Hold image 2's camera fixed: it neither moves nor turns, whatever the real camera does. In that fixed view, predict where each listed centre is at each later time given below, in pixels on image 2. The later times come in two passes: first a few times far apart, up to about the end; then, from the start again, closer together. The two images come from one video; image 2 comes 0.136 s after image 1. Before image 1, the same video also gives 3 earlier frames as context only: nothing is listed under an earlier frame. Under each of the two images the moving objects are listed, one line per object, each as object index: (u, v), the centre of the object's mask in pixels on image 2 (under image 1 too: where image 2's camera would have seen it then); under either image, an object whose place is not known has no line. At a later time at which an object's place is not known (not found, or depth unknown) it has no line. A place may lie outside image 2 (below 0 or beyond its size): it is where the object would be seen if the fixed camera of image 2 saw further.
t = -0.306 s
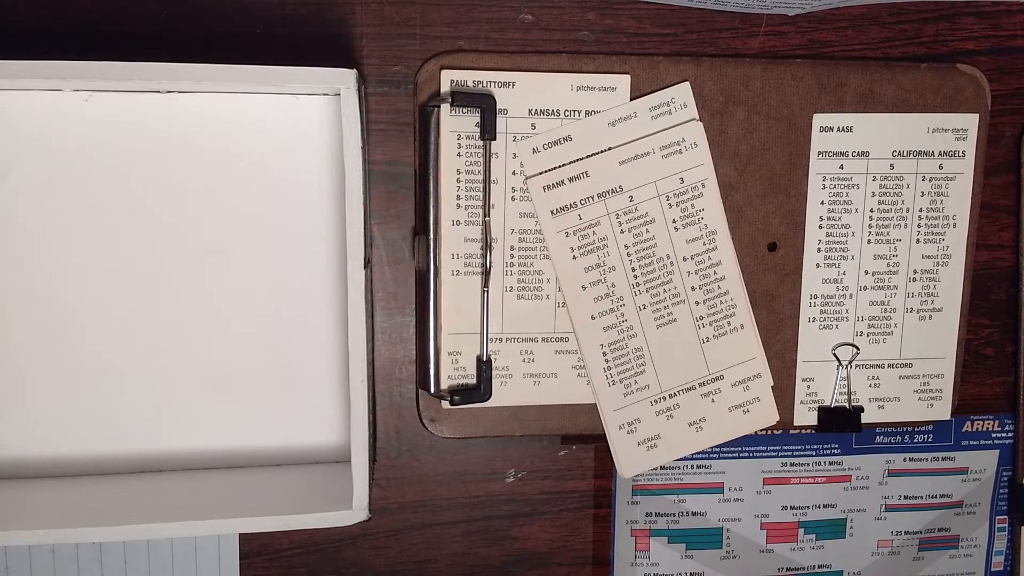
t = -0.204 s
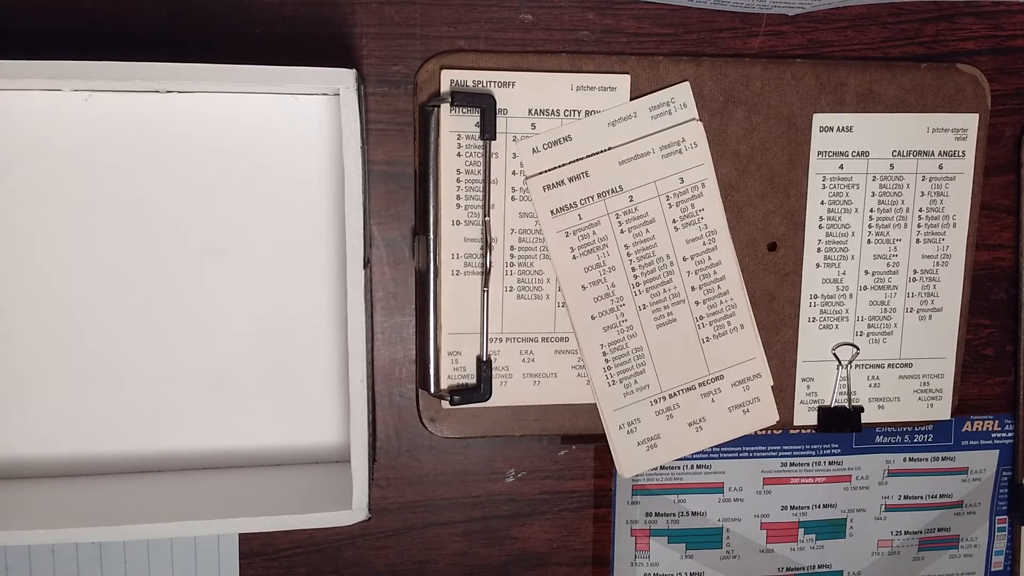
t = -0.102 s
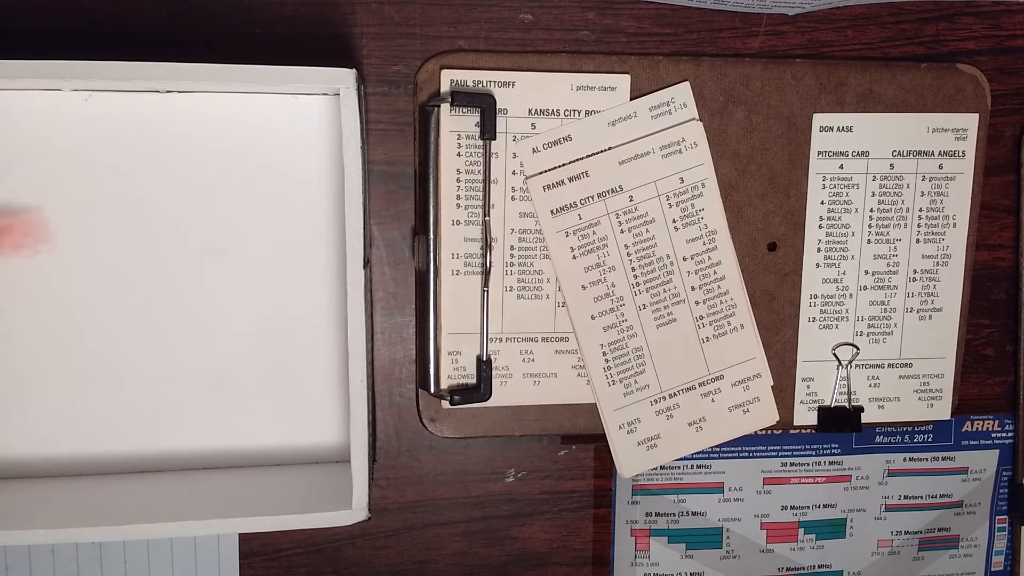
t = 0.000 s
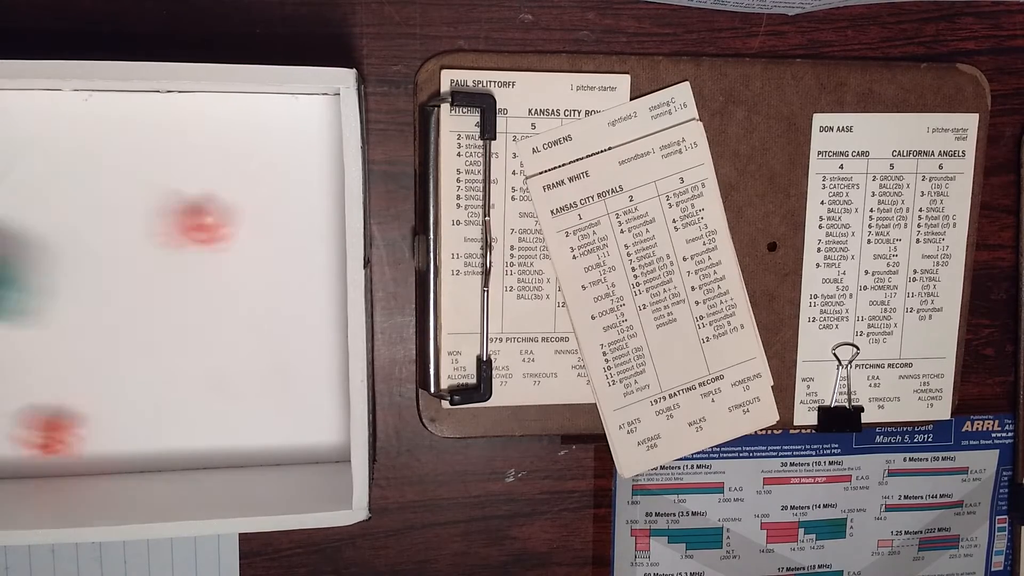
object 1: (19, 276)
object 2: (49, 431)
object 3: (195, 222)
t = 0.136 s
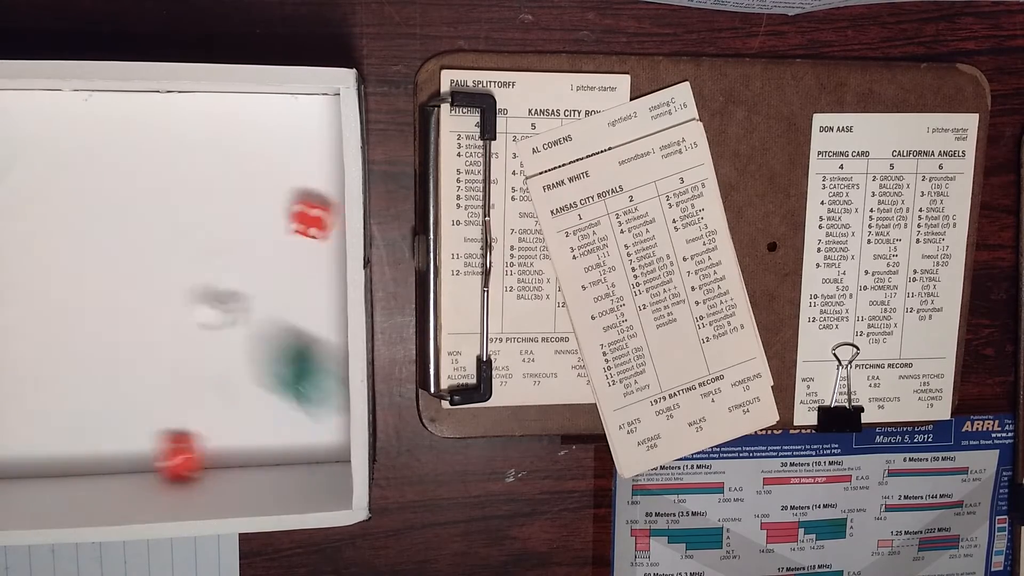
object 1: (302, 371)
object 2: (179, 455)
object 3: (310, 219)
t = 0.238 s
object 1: (281, 443)
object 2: (218, 448)
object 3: (291, 220)
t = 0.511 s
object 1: (271, 442)
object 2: (219, 448)
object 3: (291, 220)
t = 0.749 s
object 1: (271, 442)
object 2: (219, 448)
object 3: (291, 220)
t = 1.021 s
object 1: (272, 442)
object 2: (219, 448)
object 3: (291, 220)
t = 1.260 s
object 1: (271, 442)
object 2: (219, 448)
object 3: (291, 220)
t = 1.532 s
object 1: (271, 442)
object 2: (219, 448)
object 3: (291, 220)
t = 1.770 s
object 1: (271, 442)
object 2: (219, 448)
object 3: (291, 220)
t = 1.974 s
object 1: (271, 442)
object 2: (218, 448)
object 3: (291, 220)
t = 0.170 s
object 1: (314, 401)
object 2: (200, 454)
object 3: (299, 219)
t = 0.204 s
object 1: (292, 425)
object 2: (211, 450)
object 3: (292, 220)
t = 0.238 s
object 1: (281, 443)
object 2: (218, 448)
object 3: (291, 220)
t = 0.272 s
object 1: (274, 443)
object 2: (221, 448)
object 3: (291, 220)
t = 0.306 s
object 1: (271, 442)
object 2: (220, 448)
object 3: (291, 220)
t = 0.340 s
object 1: (269, 436)
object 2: (218, 448)
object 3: (291, 220)
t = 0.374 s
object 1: (268, 434)
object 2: (218, 448)
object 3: (291, 220)
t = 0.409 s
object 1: (269, 435)
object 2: (218, 449)
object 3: (291, 220)
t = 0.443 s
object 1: (271, 439)
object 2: (218, 449)
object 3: (291, 220)
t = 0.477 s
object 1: (272, 442)
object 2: (219, 448)
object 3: (291, 220)
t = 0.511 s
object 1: (271, 442)
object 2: (219, 448)
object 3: (291, 220)
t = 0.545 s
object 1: (271, 442)
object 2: (219, 448)
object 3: (291, 220)
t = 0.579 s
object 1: (271, 442)
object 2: (219, 448)
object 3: (291, 220)
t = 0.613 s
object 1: (271, 442)
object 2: (219, 448)
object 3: (291, 220)
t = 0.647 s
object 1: (271, 442)
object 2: (219, 448)
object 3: (291, 220)
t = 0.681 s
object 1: (271, 442)
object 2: (219, 448)
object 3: (291, 220)
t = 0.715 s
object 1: (271, 442)
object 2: (219, 448)
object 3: (291, 220)
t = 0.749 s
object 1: (271, 442)
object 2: (219, 448)
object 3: (291, 220)
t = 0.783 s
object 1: (271, 442)
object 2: (219, 449)
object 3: (291, 220)
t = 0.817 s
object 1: (271, 442)
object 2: (219, 449)
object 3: (291, 220)
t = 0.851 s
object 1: (271, 442)
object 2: (219, 448)
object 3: (291, 220)
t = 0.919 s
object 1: (272, 442)
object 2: (219, 448)
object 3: (291, 220)
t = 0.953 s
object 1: (272, 442)
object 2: (219, 449)
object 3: (291, 220)
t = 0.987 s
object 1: (272, 442)
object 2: (219, 448)
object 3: (291, 220)
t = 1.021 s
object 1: (272, 442)
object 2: (219, 448)
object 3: (291, 220)
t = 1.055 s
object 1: (272, 442)
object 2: (219, 448)
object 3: (291, 220)
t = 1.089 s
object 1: (272, 442)
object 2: (219, 449)
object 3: (291, 220)
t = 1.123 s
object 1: (272, 442)
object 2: (219, 449)
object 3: (291, 220)
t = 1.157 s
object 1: (272, 442)
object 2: (219, 449)
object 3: (291, 220)
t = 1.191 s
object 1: (272, 442)
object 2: (219, 448)
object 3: (291, 220)
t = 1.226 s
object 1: (272, 442)
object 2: (219, 448)
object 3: (291, 220)
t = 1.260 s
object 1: (271, 442)
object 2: (219, 448)
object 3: (291, 220)
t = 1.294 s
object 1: (272, 442)
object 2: (219, 448)
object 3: (291, 220)
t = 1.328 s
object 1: (272, 442)
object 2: (219, 448)
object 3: (291, 220)
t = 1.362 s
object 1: (272, 442)
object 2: (219, 448)
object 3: (291, 220)
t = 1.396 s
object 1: (271, 442)
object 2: (219, 448)
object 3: (291, 220)
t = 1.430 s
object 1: (271, 442)
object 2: (219, 448)
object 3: (291, 220)
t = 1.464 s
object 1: (271, 442)
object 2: (219, 448)
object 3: (291, 220)
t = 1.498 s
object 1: (271, 442)
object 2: (219, 449)
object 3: (291, 220)
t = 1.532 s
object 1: (271, 442)
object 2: (219, 448)
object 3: (291, 220)
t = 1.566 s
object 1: (271, 442)
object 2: (219, 449)
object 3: (291, 220)
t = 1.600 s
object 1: (271, 442)
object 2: (219, 449)
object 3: (291, 220)
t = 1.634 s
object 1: (271, 442)
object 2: (219, 448)
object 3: (291, 220)
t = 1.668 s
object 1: (271, 442)
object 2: (219, 448)
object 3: (291, 220)
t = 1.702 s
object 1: (271, 442)
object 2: (219, 448)
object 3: (291, 220)
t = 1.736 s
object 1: (271, 442)
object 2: (219, 448)
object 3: (291, 220)
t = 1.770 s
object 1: (271, 442)
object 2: (219, 448)
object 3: (291, 220)
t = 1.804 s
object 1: (271, 442)
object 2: (219, 448)
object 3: (291, 220)
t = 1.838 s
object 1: (271, 442)
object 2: (219, 448)
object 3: (291, 220)
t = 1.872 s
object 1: (271, 442)
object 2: (219, 448)
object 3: (291, 220)
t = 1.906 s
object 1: (271, 442)
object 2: (219, 448)
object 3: (291, 220)
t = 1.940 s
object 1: (271, 442)
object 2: (219, 448)
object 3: (291, 220)
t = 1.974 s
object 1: (271, 442)
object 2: (218, 448)
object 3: (291, 220)
